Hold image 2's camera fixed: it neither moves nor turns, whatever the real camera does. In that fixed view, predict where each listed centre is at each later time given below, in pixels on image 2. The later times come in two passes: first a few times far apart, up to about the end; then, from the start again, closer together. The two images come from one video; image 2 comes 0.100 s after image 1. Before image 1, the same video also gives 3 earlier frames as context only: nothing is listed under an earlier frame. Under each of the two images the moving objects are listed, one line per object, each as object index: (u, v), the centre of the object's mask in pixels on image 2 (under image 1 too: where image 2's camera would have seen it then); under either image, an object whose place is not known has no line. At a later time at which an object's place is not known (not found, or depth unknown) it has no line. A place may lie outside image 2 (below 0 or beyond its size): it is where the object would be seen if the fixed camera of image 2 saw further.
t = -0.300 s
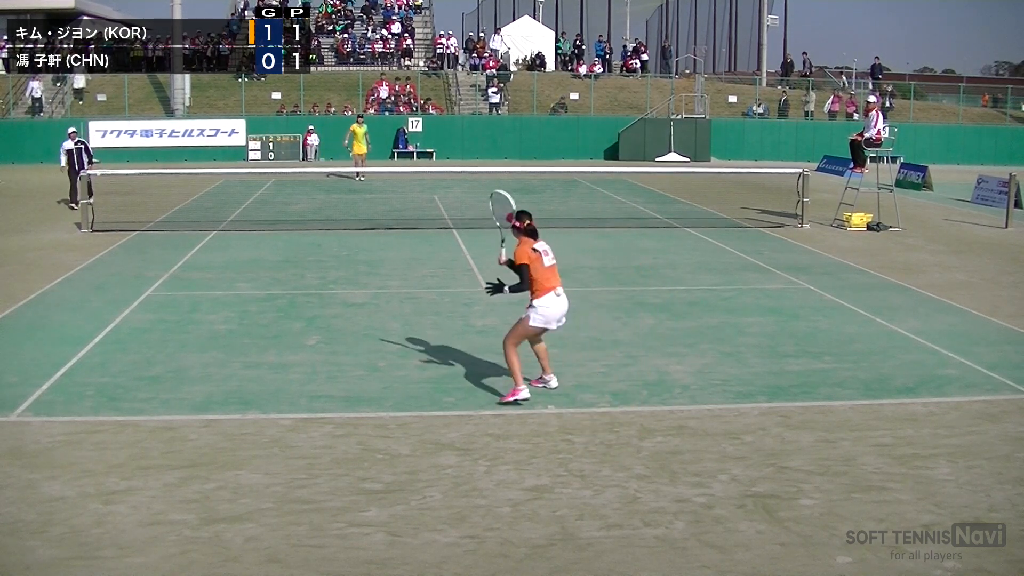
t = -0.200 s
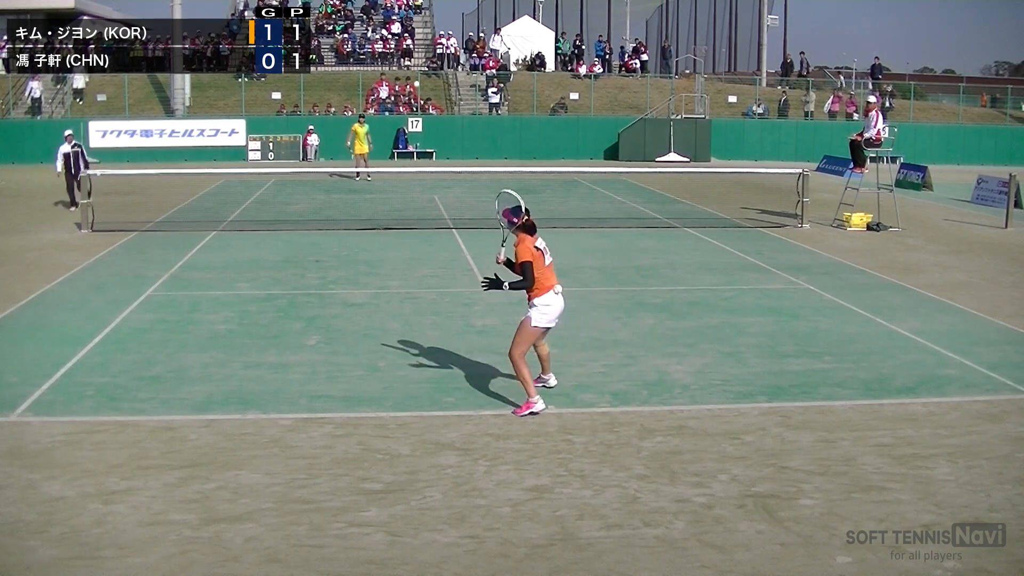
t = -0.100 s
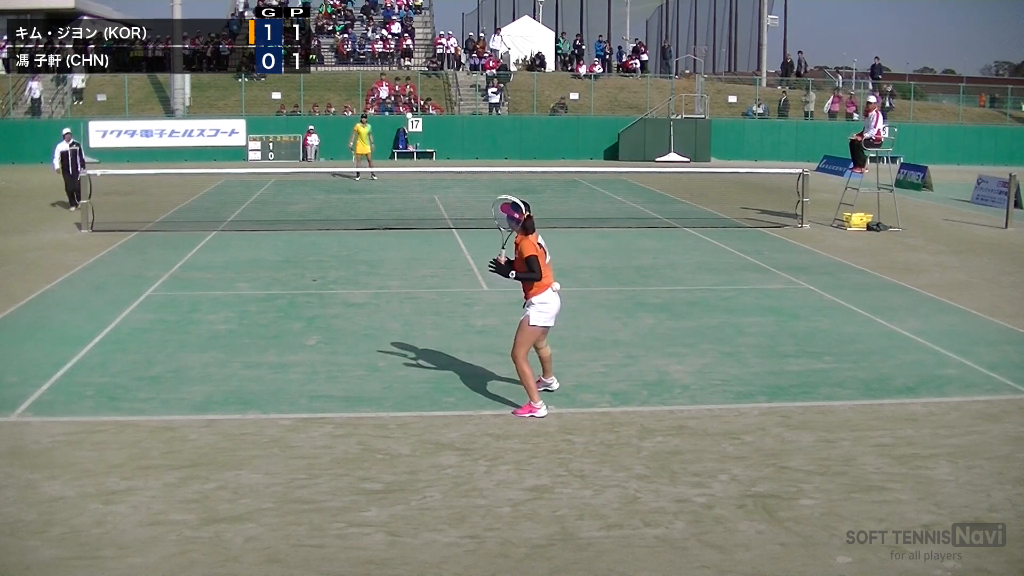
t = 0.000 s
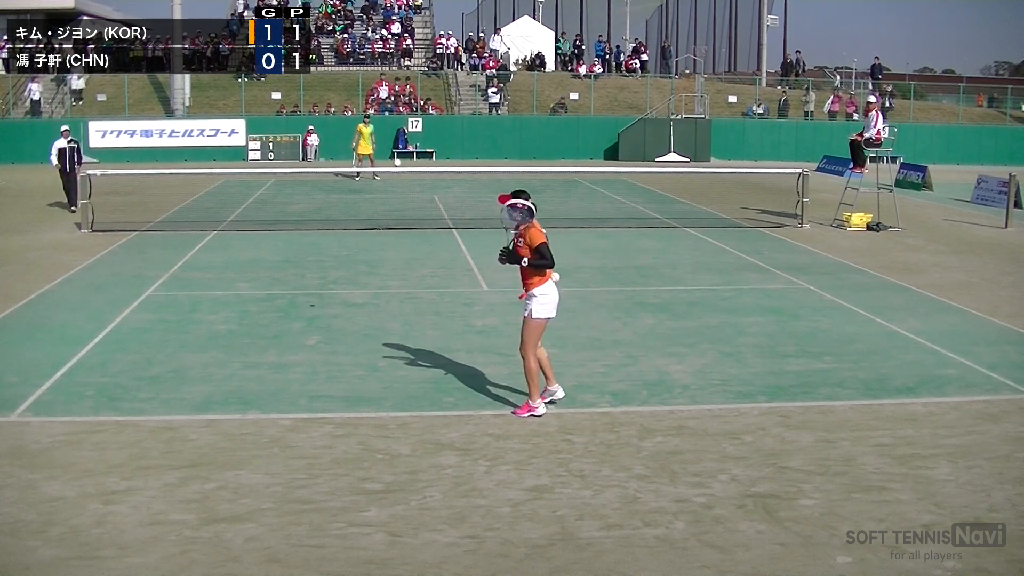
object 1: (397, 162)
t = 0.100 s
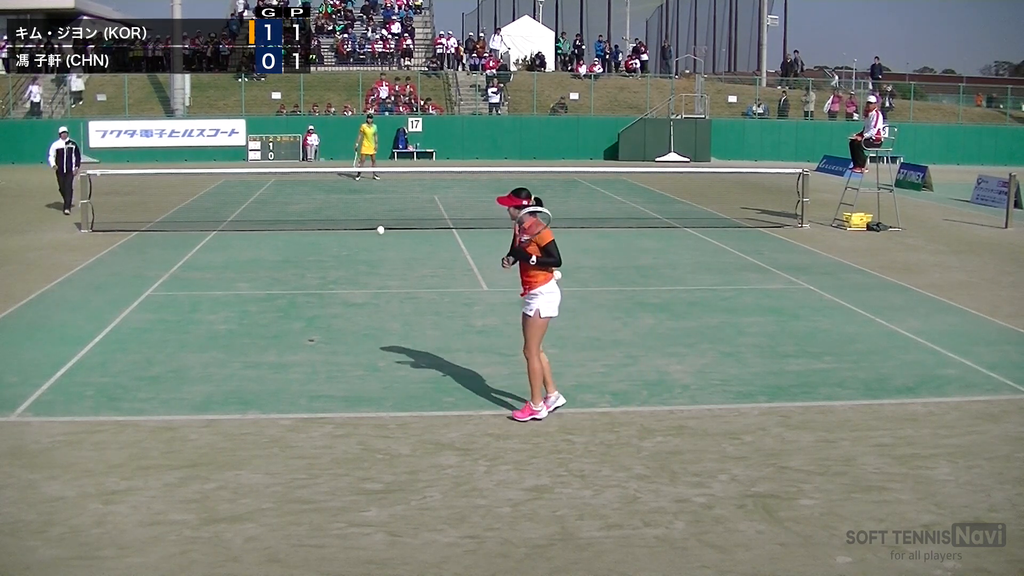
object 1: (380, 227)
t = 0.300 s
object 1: (325, 455)
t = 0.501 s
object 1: (301, 438)
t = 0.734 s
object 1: (275, 455)
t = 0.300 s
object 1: (325, 455)
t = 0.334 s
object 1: (318, 481)
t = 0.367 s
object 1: (313, 469)
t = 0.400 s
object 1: (310, 459)
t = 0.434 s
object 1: (306, 450)
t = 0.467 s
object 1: (304, 442)
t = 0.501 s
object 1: (301, 438)
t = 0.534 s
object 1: (297, 433)
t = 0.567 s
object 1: (294, 432)
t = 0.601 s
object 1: (290, 432)
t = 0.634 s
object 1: (285, 434)
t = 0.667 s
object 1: (282, 438)
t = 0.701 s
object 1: (278, 444)
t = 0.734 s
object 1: (275, 455)
